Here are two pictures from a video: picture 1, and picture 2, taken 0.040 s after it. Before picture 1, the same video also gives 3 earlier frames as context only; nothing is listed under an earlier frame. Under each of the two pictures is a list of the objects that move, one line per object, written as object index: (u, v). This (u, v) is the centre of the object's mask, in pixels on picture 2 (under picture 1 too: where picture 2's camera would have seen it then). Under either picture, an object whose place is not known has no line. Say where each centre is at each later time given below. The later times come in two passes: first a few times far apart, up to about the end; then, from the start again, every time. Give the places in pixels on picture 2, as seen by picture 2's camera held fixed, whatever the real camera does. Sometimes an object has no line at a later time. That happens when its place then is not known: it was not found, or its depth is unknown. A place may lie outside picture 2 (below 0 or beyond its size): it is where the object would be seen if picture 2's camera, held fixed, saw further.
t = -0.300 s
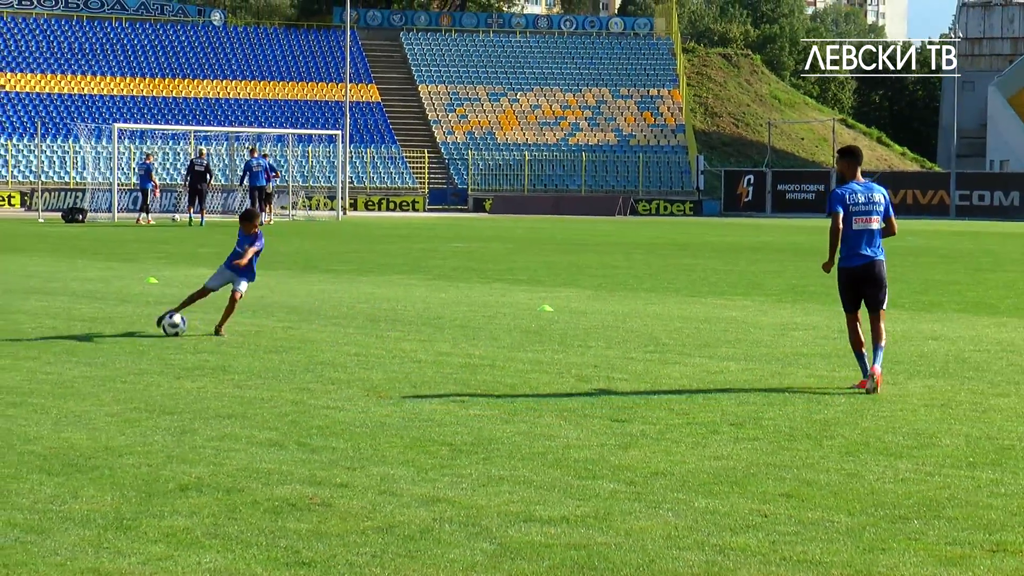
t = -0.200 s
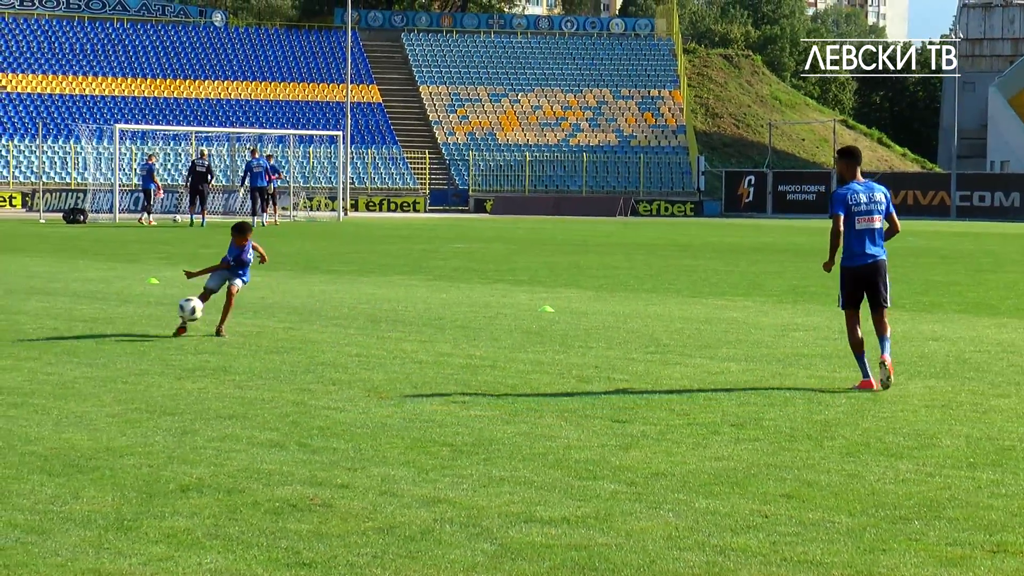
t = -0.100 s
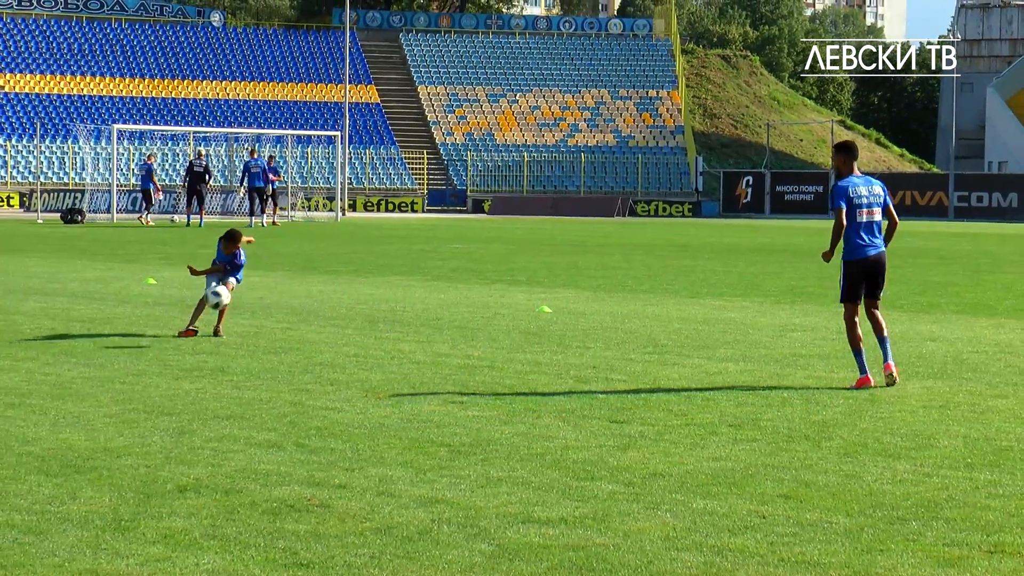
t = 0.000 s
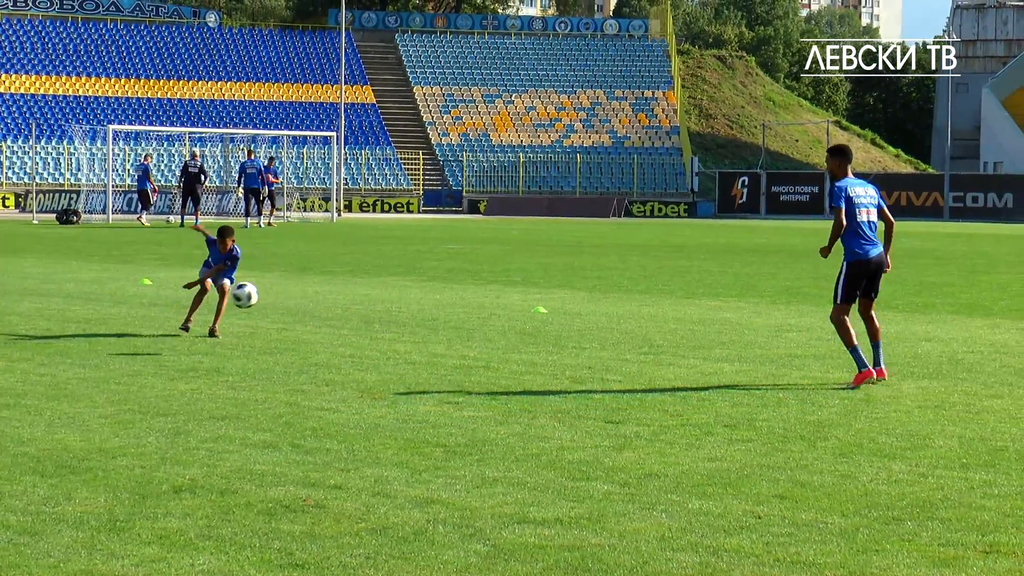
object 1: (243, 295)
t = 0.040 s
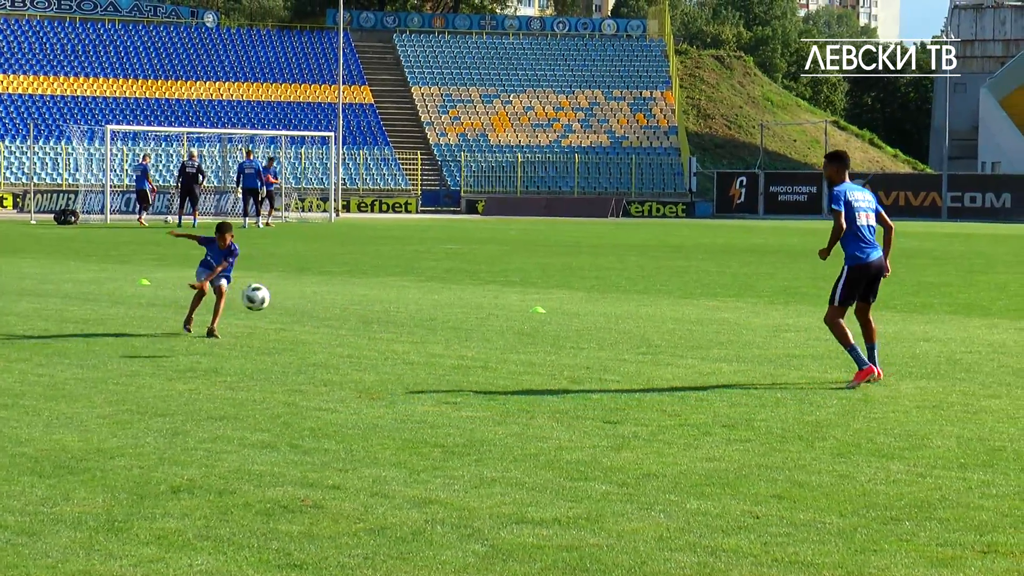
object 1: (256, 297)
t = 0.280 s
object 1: (340, 350)
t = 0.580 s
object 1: (406, 355)
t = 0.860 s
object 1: (452, 377)
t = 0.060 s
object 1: (262, 299)
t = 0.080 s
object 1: (269, 301)
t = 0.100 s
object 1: (276, 304)
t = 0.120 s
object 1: (283, 308)
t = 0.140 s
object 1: (289, 311)
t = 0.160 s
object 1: (297, 316)
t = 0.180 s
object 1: (303, 320)
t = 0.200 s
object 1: (310, 325)
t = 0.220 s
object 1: (317, 330)
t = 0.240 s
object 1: (325, 337)
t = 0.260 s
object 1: (332, 343)
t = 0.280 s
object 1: (340, 350)
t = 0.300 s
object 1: (347, 357)
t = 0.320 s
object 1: (353, 360)
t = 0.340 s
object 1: (356, 358)
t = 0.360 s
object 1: (361, 355)
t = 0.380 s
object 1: (364, 352)
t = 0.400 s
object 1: (369, 350)
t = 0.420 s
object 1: (372, 348)
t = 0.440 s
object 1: (376, 347)
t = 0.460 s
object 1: (380, 347)
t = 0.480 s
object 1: (385, 347)
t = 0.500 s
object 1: (388, 347)
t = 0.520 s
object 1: (393, 348)
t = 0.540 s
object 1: (397, 349)
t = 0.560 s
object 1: (402, 352)
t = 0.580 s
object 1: (406, 355)
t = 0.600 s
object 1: (411, 358)
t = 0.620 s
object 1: (415, 362)
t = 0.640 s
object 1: (420, 366)
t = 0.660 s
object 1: (425, 371)
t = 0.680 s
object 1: (429, 375)
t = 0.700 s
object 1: (432, 374)
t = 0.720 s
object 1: (434, 372)
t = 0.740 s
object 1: (437, 371)
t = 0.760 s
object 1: (439, 371)
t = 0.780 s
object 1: (441, 371)
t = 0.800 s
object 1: (444, 372)
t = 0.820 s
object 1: (447, 373)
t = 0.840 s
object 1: (449, 375)
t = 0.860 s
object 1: (452, 377)
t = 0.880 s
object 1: (454, 379)
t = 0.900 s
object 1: (457, 379)
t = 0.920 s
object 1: (460, 378)
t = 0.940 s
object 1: (463, 377)
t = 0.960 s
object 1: (465, 377)
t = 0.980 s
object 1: (468, 378)
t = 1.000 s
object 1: (471, 379)
